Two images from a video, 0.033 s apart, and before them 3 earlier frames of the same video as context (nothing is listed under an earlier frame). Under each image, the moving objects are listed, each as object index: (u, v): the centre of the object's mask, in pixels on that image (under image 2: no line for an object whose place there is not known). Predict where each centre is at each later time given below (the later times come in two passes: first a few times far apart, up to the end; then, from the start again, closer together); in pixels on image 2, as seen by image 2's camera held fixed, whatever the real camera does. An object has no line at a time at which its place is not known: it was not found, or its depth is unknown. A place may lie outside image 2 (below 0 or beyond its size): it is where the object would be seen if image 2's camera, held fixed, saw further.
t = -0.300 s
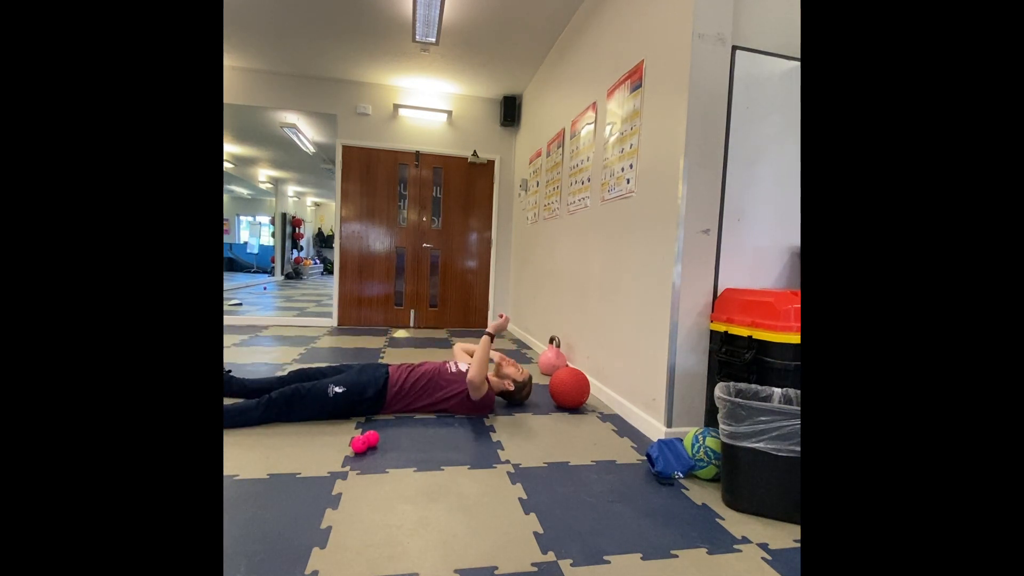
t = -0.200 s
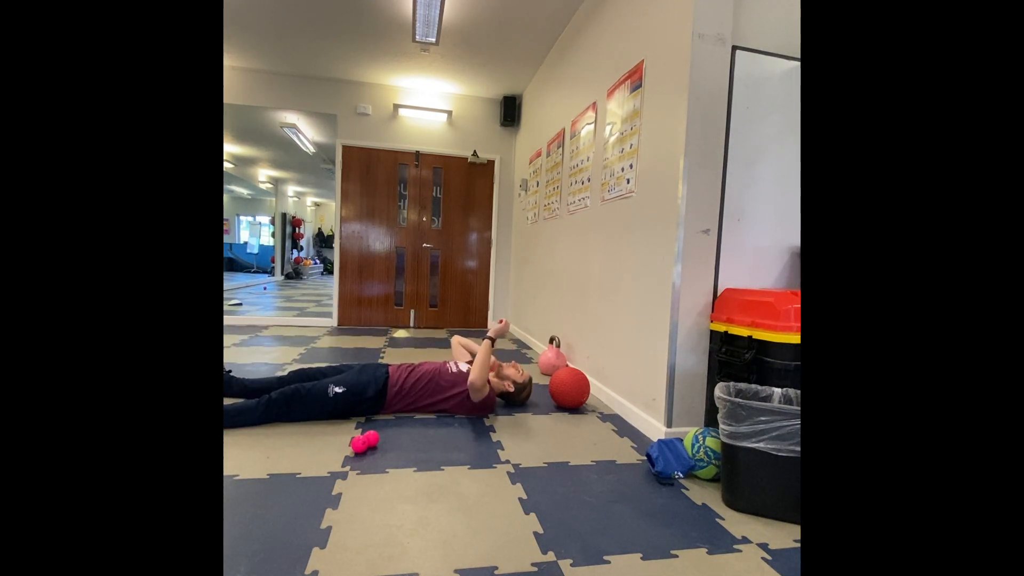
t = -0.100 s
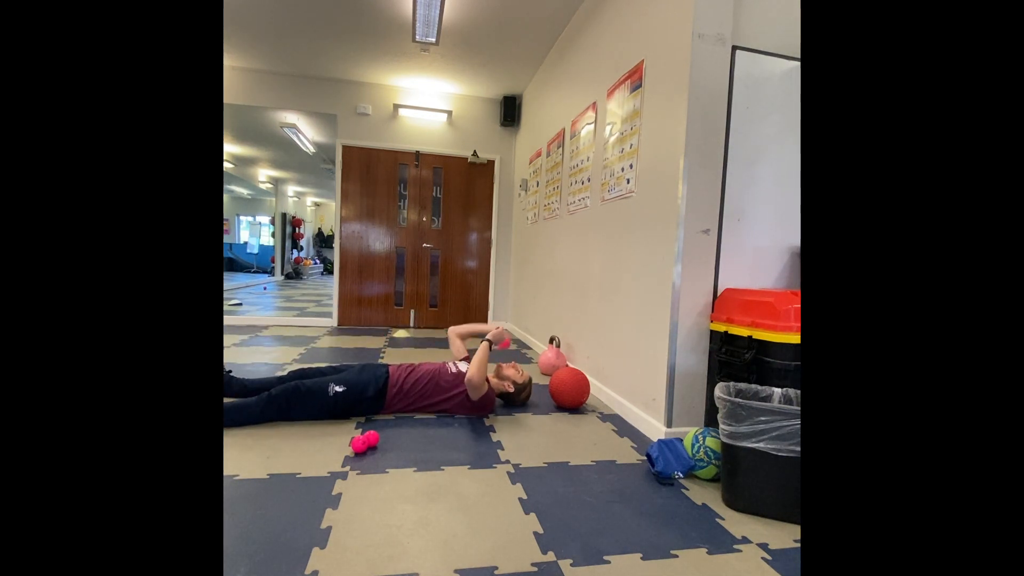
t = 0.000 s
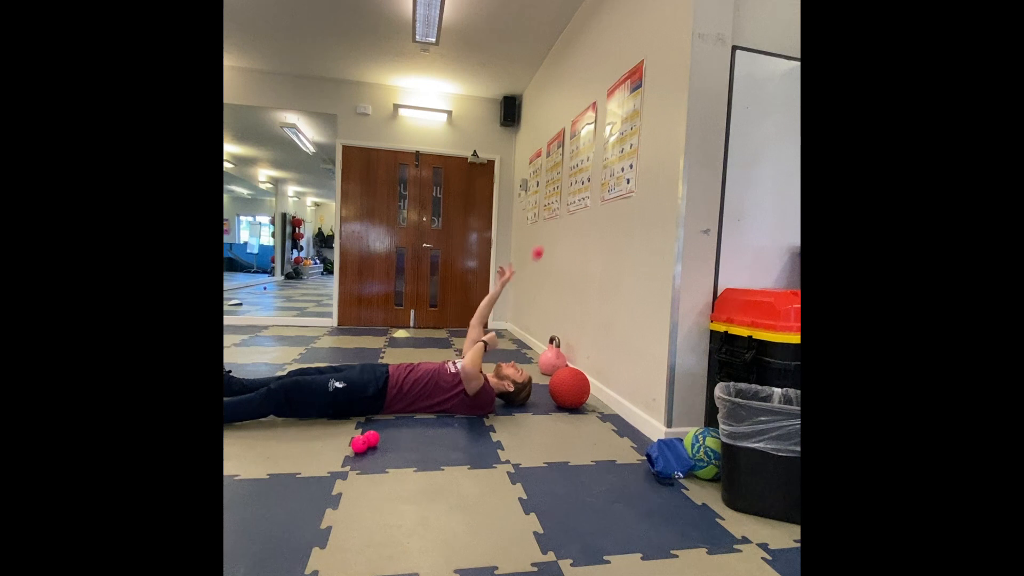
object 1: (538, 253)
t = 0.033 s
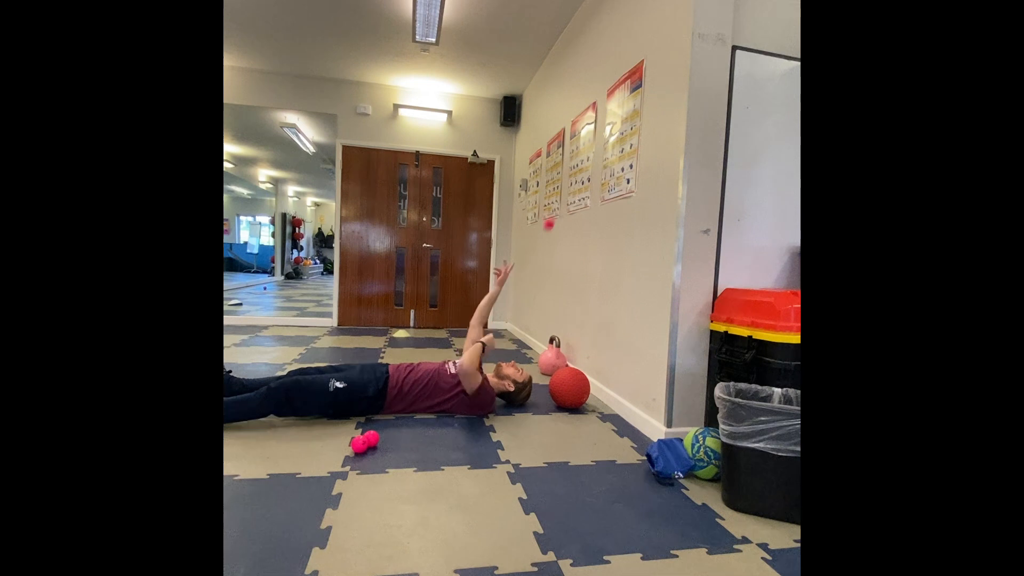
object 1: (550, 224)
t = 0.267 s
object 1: (592, 85)
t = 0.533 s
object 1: (537, 65)
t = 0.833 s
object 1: (470, 179)
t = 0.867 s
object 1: (463, 200)
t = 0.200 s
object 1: (602, 109)
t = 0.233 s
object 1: (599, 96)
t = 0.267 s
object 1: (592, 85)
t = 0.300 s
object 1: (585, 76)
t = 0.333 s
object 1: (579, 69)
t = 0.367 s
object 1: (572, 64)
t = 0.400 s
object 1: (565, 61)
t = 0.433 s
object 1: (558, 59)
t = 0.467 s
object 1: (551, 59)
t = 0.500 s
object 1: (544, 61)
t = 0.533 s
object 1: (537, 65)
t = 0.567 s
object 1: (530, 71)
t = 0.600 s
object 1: (523, 78)
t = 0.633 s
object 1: (515, 88)
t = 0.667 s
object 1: (508, 99)
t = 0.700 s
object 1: (500, 111)
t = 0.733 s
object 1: (493, 126)
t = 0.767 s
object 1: (485, 142)
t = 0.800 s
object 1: (478, 160)
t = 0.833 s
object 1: (470, 179)
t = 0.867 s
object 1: (463, 200)
